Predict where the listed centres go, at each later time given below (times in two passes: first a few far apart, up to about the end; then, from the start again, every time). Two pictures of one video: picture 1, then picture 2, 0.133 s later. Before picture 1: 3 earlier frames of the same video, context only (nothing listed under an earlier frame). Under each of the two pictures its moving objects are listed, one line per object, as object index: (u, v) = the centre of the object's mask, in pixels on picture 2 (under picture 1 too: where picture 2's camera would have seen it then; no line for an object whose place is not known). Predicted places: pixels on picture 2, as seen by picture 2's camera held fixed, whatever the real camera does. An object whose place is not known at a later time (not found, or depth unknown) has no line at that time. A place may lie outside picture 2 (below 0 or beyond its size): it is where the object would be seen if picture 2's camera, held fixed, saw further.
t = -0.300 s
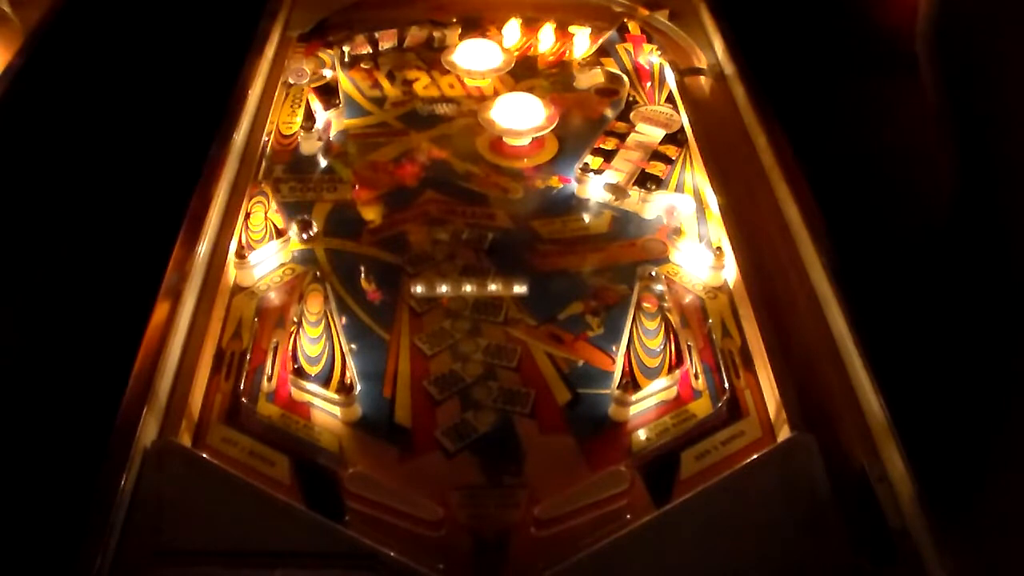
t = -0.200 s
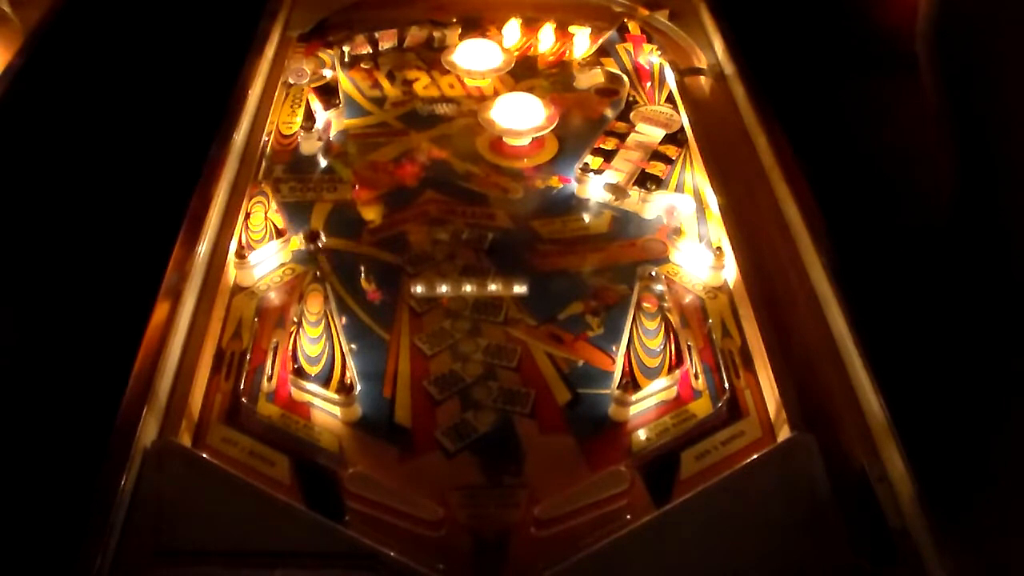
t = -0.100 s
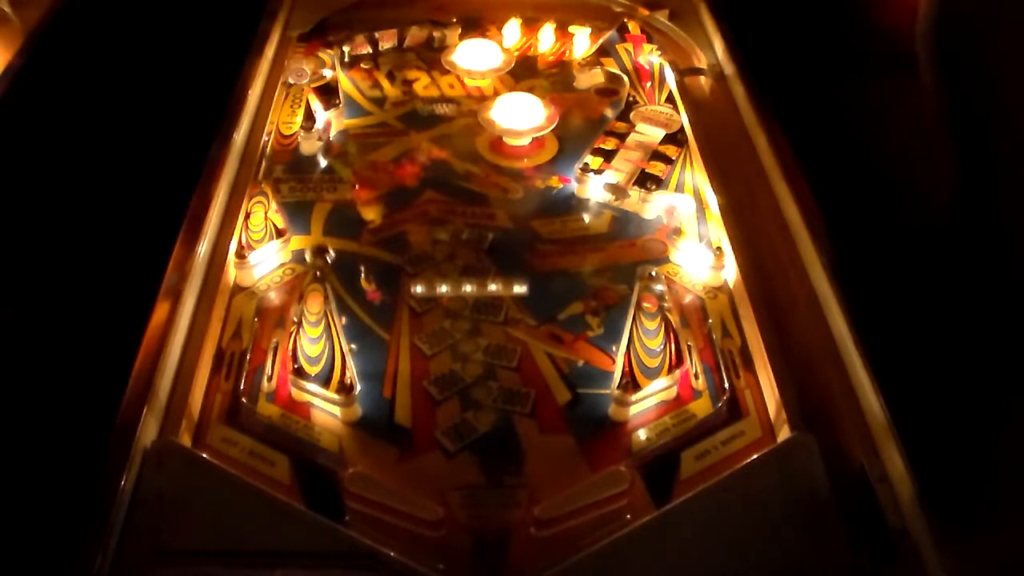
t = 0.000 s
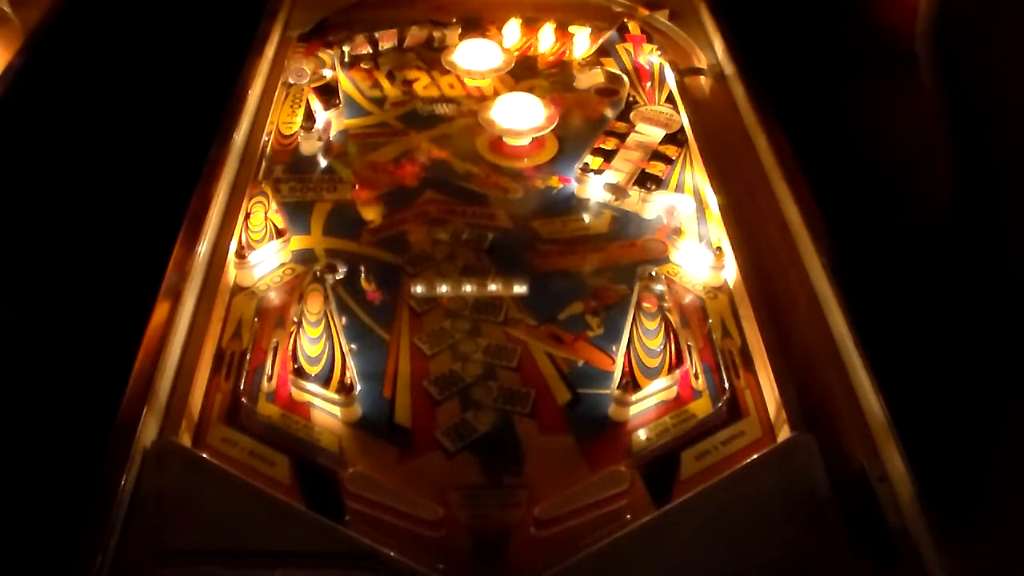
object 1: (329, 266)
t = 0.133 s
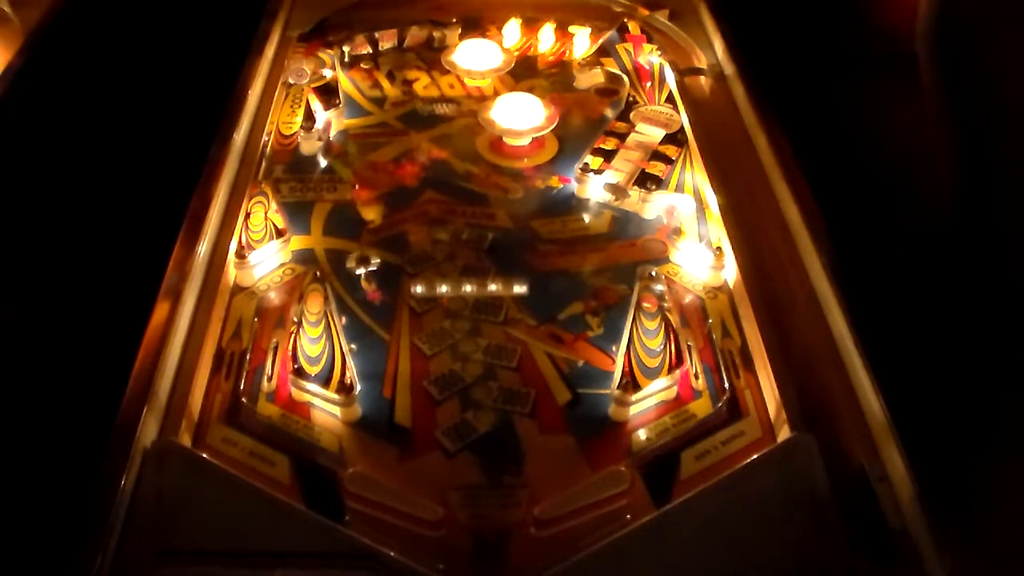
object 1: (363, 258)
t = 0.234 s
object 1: (388, 255)
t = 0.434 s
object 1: (438, 264)
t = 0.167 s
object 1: (371, 256)
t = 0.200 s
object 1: (380, 255)
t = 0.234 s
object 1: (388, 255)
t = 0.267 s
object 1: (397, 255)
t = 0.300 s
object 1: (405, 256)
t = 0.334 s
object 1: (412, 257)
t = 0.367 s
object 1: (420, 259)
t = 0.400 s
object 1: (430, 261)
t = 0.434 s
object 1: (438, 264)
